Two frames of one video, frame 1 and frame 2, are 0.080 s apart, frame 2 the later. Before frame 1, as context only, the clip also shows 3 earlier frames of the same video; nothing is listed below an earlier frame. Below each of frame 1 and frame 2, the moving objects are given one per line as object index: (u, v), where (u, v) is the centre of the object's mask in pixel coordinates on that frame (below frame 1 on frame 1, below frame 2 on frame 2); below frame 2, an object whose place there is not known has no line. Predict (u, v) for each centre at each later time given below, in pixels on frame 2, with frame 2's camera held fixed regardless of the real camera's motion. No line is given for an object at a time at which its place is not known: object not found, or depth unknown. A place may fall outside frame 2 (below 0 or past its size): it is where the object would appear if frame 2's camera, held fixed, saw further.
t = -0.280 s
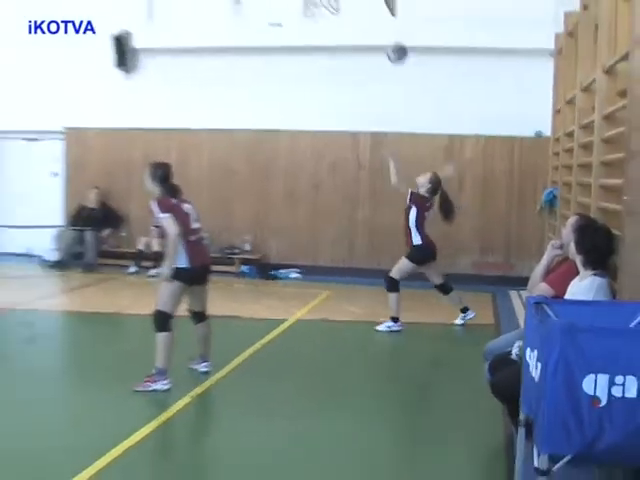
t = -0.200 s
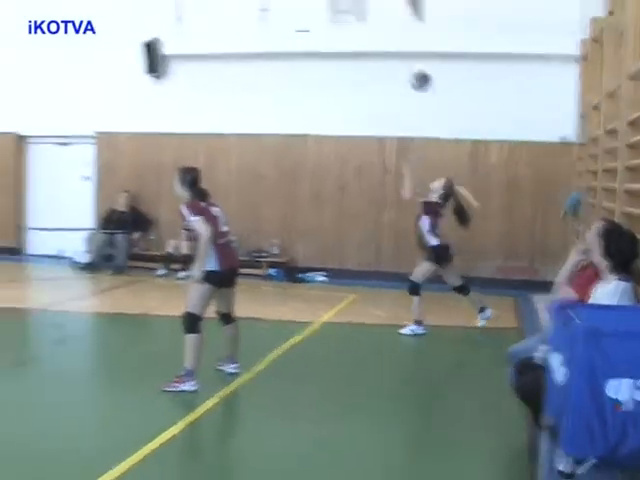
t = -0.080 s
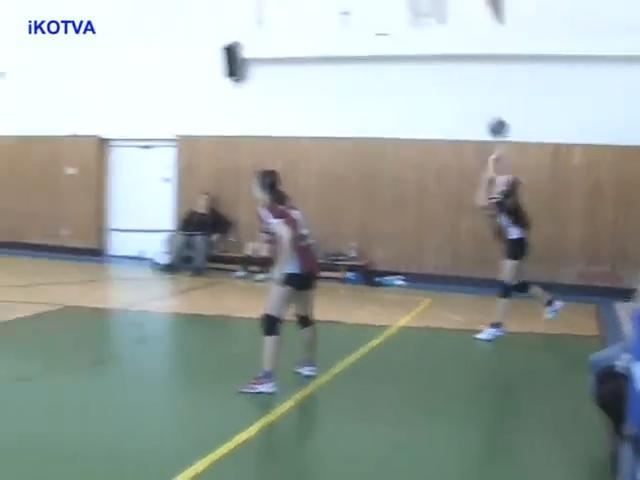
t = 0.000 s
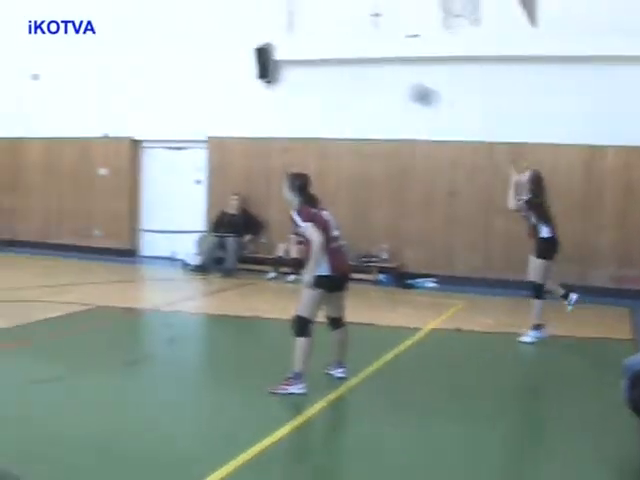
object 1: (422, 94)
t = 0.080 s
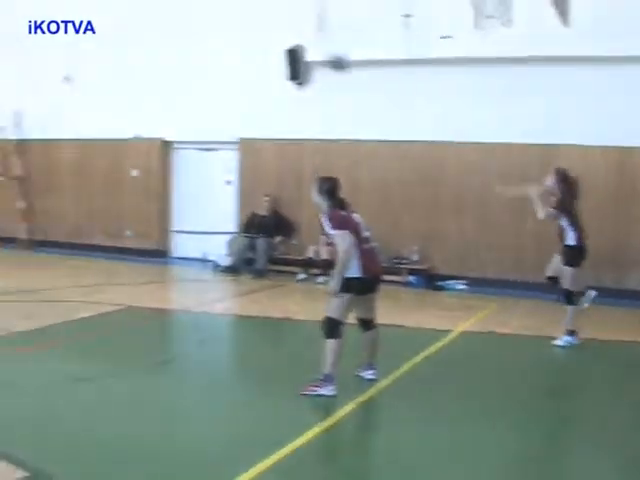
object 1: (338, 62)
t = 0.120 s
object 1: (281, 48)
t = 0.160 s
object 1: (232, 37)
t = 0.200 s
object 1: (182, 29)
